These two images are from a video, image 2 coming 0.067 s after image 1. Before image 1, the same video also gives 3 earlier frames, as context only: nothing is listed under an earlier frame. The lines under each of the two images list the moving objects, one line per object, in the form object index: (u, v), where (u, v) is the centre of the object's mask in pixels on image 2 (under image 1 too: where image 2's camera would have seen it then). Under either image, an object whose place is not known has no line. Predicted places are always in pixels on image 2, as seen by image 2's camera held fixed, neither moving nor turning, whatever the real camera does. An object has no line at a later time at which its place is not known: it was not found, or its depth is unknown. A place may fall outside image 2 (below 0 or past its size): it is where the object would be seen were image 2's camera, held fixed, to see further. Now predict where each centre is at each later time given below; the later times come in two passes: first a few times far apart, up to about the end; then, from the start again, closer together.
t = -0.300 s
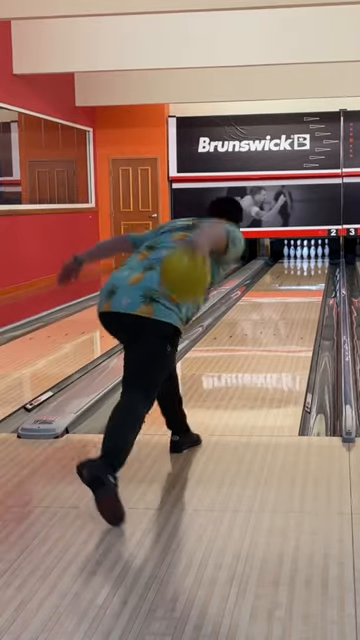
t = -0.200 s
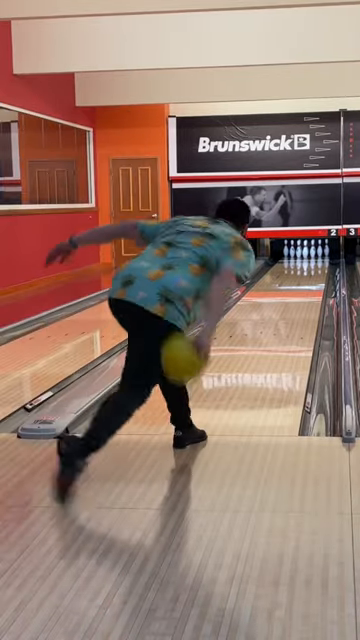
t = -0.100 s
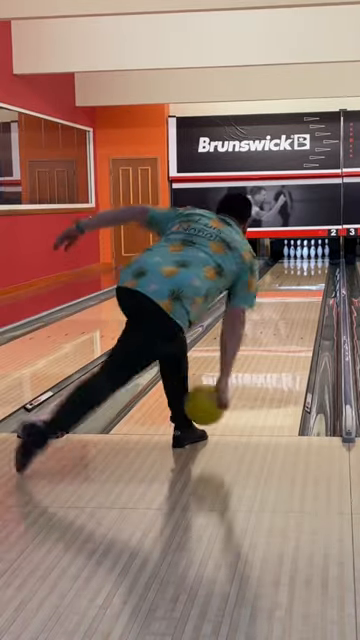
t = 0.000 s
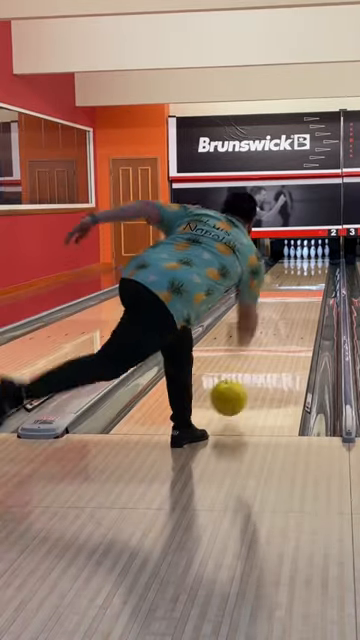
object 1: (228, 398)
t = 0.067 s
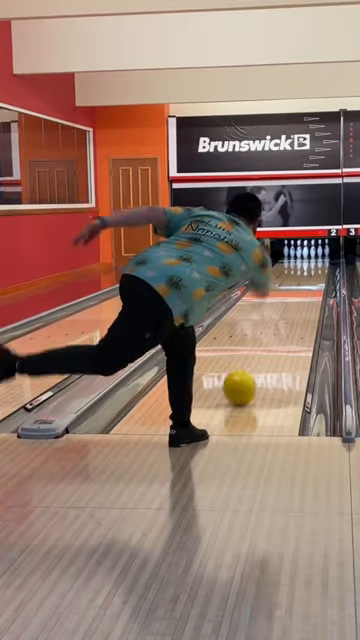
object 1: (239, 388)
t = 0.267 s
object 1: (264, 355)
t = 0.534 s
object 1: (285, 326)
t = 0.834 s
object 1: (301, 303)
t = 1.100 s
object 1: (311, 289)
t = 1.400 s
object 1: (316, 278)
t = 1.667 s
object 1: (318, 270)
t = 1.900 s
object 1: (319, 264)
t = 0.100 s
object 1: (244, 382)
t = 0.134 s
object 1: (249, 376)
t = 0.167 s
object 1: (253, 369)
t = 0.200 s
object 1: (257, 364)
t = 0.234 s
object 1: (260, 360)
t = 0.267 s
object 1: (264, 355)
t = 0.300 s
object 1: (267, 350)
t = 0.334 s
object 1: (270, 346)
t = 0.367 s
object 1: (273, 342)
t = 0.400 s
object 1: (276, 338)
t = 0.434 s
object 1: (278, 335)
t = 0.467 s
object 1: (281, 331)
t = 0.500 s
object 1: (283, 328)
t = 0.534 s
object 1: (285, 326)
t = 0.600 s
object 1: (290, 320)
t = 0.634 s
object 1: (291, 317)
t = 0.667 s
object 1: (293, 314)
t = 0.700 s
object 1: (294, 312)
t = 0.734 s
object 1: (297, 310)
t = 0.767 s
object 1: (298, 307)
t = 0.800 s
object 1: (300, 305)
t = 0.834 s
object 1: (301, 303)
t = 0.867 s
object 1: (302, 301)
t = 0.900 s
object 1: (303, 299)
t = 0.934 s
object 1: (305, 298)
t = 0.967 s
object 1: (306, 296)
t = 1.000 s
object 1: (307, 294)
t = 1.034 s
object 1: (308, 292)
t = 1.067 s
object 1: (309, 291)
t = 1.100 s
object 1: (311, 289)
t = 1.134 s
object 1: (311, 288)
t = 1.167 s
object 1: (312, 286)
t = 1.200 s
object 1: (312, 285)
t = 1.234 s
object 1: (313, 284)
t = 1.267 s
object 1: (314, 282)
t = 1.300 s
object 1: (315, 281)
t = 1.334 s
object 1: (315, 279)
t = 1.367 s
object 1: (316, 279)
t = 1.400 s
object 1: (316, 278)
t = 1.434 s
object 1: (316, 277)
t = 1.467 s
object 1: (317, 276)
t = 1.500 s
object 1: (317, 275)
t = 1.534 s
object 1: (318, 273)
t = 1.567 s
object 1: (318, 273)
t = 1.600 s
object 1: (318, 272)
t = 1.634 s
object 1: (318, 271)
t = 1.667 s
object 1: (318, 270)
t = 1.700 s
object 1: (319, 269)
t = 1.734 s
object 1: (319, 268)
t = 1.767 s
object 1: (319, 267)
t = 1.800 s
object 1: (319, 267)
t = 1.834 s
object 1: (319, 266)
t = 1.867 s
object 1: (319, 265)
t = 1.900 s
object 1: (319, 264)
